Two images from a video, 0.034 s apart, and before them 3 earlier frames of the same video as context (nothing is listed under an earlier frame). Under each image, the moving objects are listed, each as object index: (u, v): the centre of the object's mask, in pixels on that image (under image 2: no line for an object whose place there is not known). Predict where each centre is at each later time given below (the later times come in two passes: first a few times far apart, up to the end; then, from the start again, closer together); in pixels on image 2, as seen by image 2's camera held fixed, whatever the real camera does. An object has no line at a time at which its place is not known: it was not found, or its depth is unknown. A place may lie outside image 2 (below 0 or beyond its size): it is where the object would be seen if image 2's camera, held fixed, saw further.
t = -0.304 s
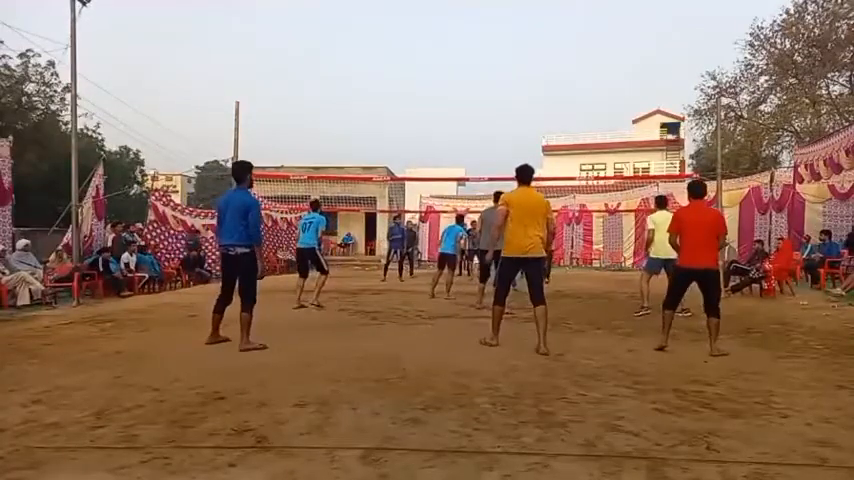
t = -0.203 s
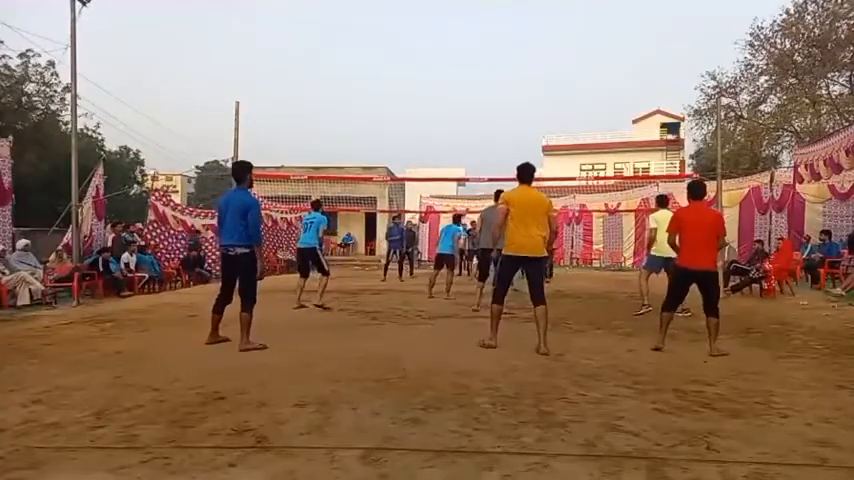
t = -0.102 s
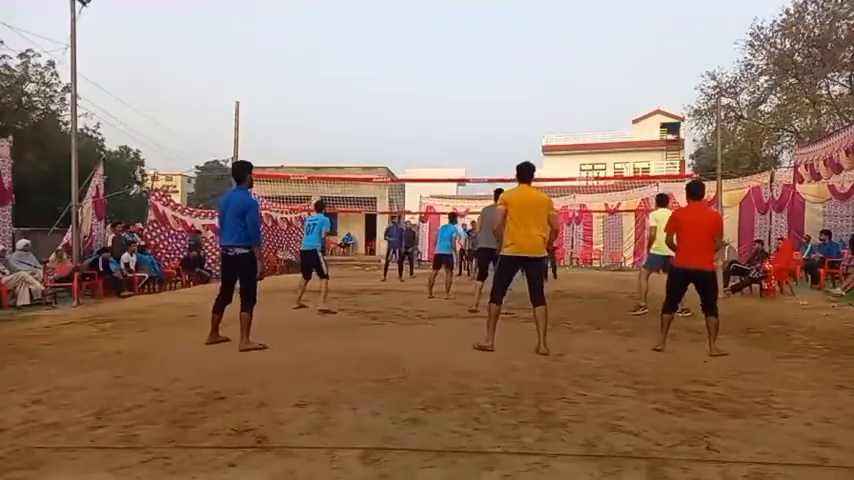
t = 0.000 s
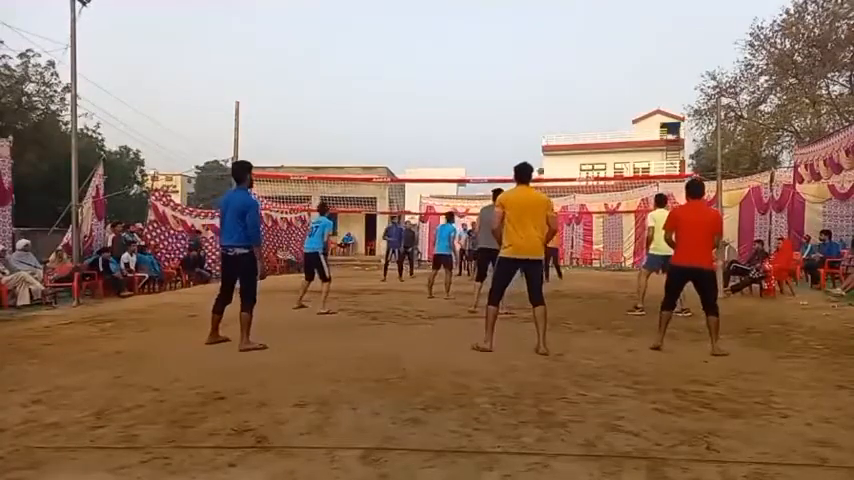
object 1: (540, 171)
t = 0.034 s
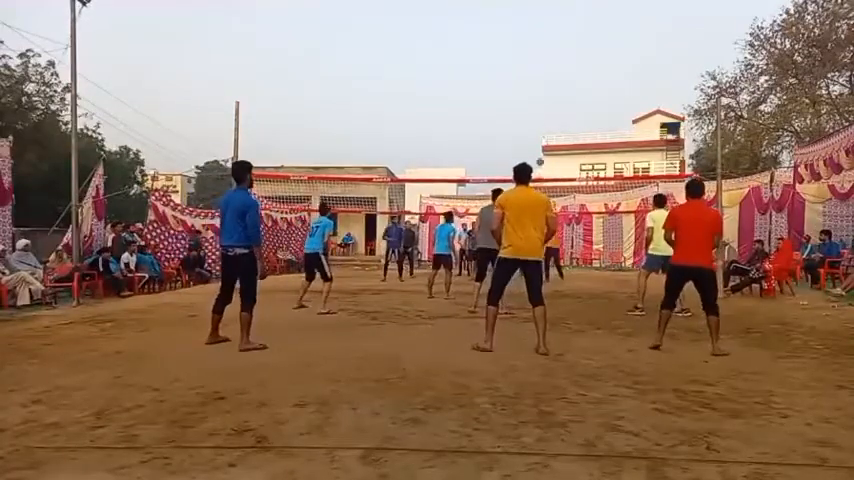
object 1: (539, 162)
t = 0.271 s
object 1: (534, 102)
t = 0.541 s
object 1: (526, 55)
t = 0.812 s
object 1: (514, 40)
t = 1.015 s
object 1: (501, 65)
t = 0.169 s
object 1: (537, 126)
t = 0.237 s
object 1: (534, 110)
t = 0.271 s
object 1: (534, 102)
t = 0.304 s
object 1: (534, 95)
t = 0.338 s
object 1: (532, 88)
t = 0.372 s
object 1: (532, 81)
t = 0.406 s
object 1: (531, 76)
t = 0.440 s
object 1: (530, 70)
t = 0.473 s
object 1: (529, 65)
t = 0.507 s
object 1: (528, 59)
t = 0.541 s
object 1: (526, 55)
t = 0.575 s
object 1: (525, 51)
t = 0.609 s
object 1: (524, 47)
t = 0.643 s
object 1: (522, 45)
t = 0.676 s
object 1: (521, 42)
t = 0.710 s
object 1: (519, 41)
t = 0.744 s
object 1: (518, 40)
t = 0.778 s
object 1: (516, 40)
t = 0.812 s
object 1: (514, 40)
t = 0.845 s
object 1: (512, 42)
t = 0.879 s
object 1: (510, 45)
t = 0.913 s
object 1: (508, 48)
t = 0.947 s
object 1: (506, 53)
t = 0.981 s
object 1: (503, 58)
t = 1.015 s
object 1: (501, 65)
